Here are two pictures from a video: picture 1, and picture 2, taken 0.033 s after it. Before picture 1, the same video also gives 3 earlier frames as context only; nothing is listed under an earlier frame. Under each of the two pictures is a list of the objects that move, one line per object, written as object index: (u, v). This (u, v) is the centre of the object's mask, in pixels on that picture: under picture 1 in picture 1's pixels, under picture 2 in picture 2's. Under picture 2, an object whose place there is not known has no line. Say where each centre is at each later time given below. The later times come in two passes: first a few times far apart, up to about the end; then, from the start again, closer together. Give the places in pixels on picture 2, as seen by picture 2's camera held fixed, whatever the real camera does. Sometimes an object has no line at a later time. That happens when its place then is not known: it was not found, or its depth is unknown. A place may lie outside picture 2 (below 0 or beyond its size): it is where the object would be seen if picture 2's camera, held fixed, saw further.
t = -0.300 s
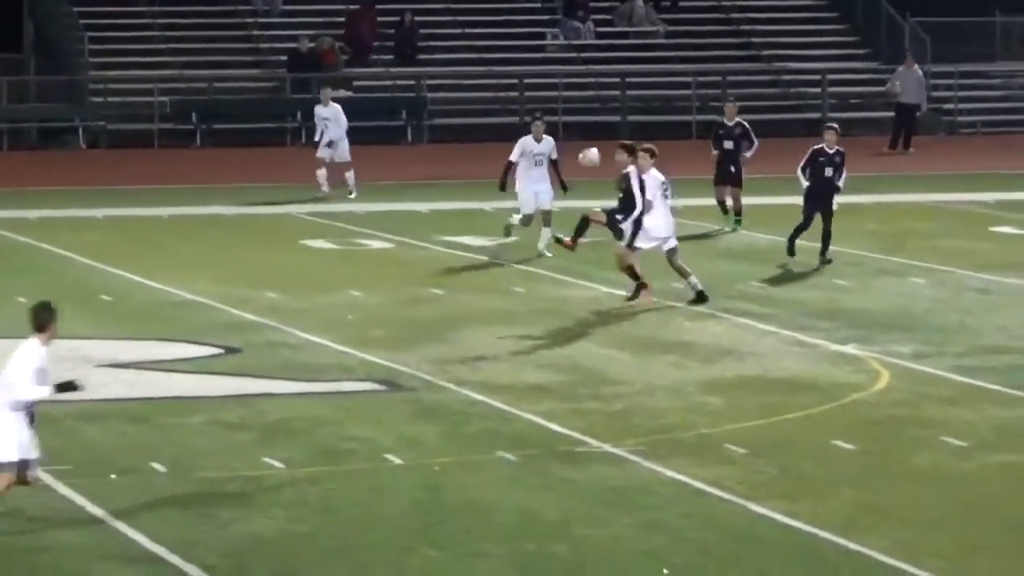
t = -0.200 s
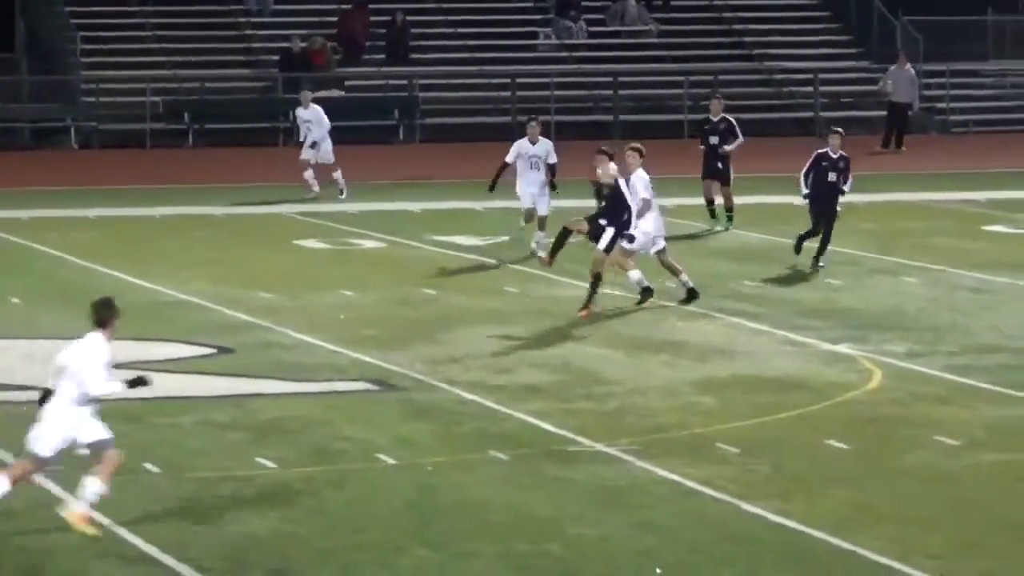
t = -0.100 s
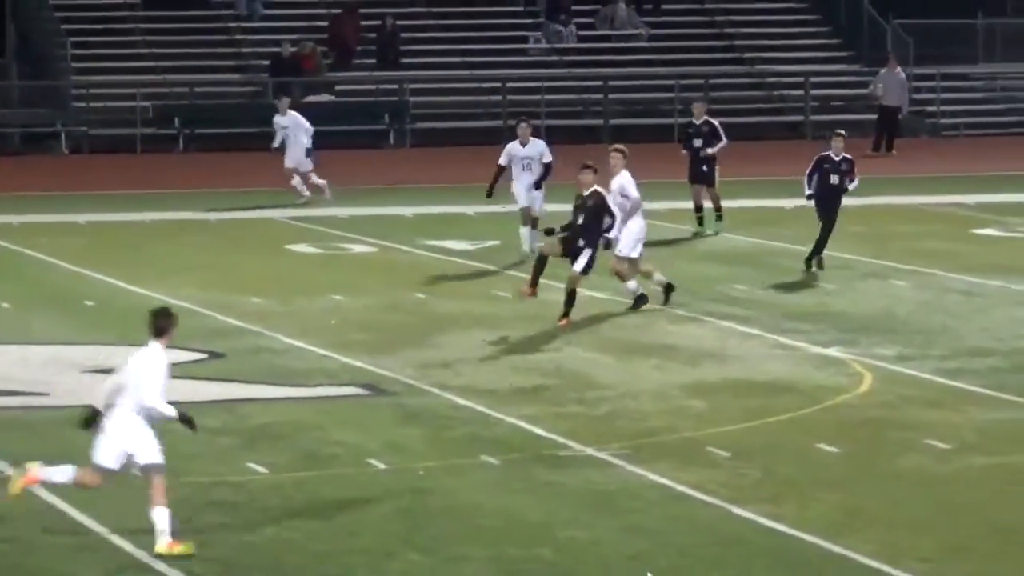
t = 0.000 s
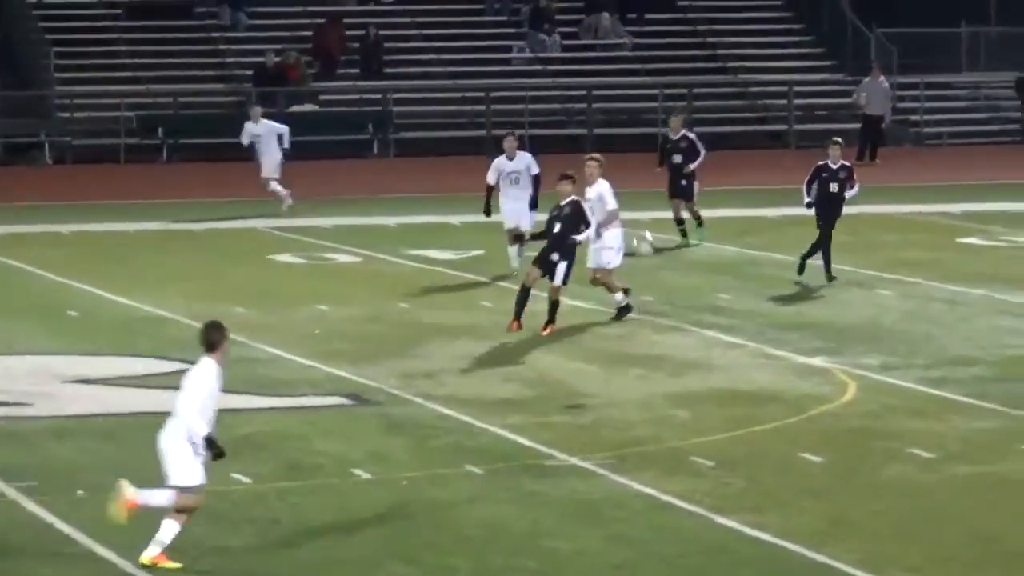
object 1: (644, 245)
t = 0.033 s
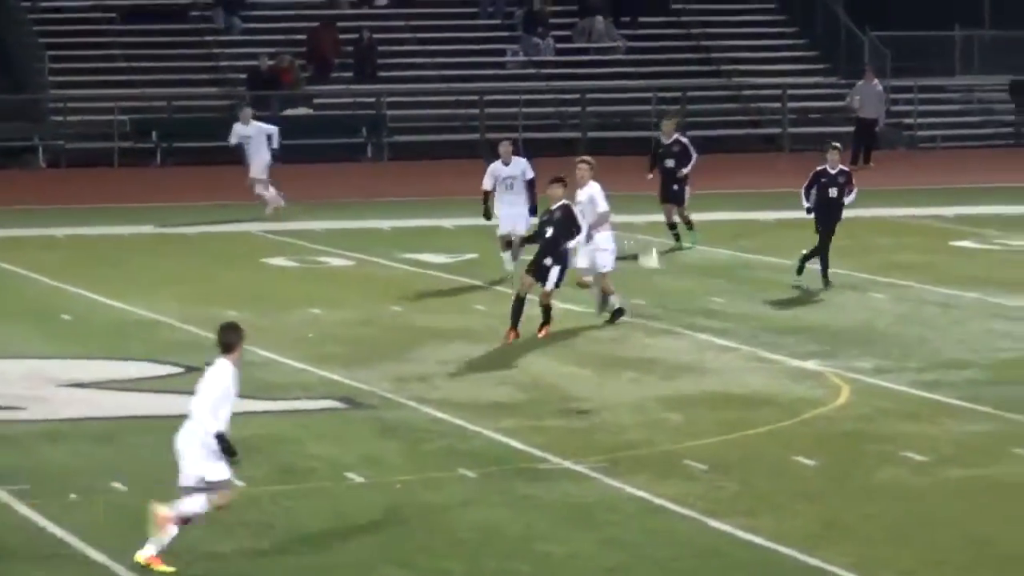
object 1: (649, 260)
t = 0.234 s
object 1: (727, 363)
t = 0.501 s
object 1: (824, 371)
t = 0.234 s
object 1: (727, 363)
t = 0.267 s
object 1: (740, 381)
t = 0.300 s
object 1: (754, 406)
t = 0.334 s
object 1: (766, 400)
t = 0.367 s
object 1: (779, 392)
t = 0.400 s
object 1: (789, 385)
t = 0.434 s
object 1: (800, 379)
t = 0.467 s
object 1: (814, 374)
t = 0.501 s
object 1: (824, 371)
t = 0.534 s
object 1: (838, 368)
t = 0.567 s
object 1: (850, 369)
